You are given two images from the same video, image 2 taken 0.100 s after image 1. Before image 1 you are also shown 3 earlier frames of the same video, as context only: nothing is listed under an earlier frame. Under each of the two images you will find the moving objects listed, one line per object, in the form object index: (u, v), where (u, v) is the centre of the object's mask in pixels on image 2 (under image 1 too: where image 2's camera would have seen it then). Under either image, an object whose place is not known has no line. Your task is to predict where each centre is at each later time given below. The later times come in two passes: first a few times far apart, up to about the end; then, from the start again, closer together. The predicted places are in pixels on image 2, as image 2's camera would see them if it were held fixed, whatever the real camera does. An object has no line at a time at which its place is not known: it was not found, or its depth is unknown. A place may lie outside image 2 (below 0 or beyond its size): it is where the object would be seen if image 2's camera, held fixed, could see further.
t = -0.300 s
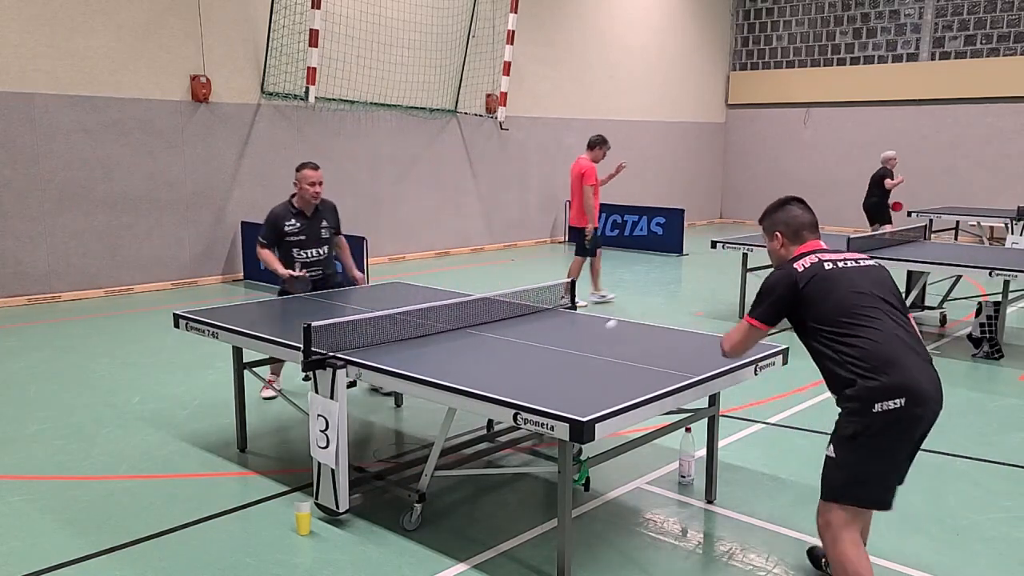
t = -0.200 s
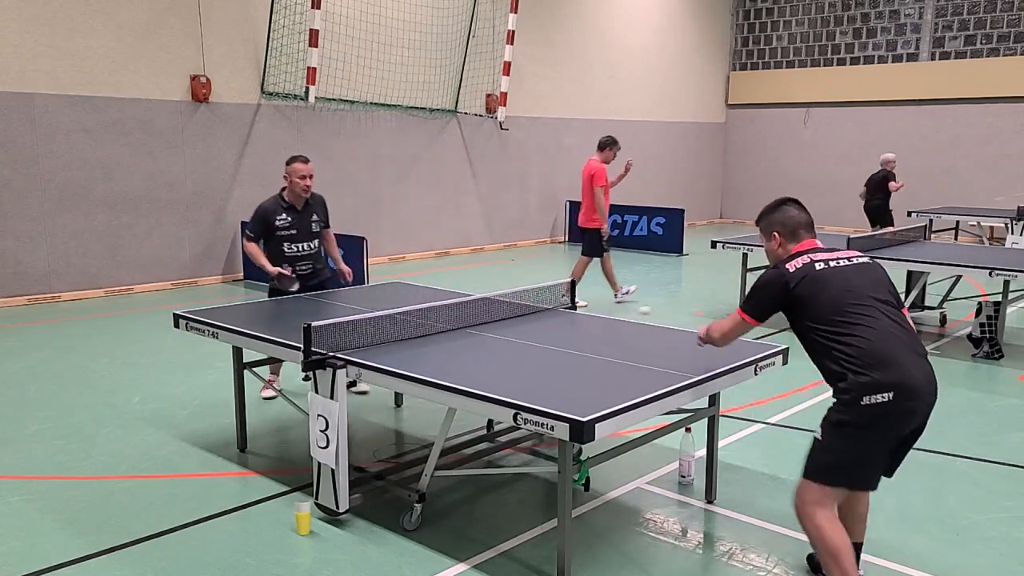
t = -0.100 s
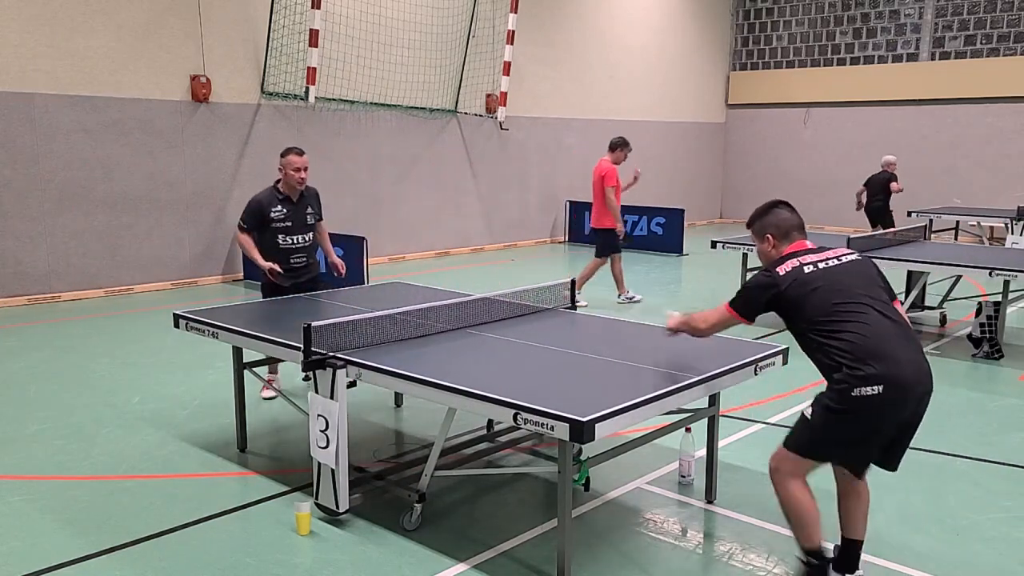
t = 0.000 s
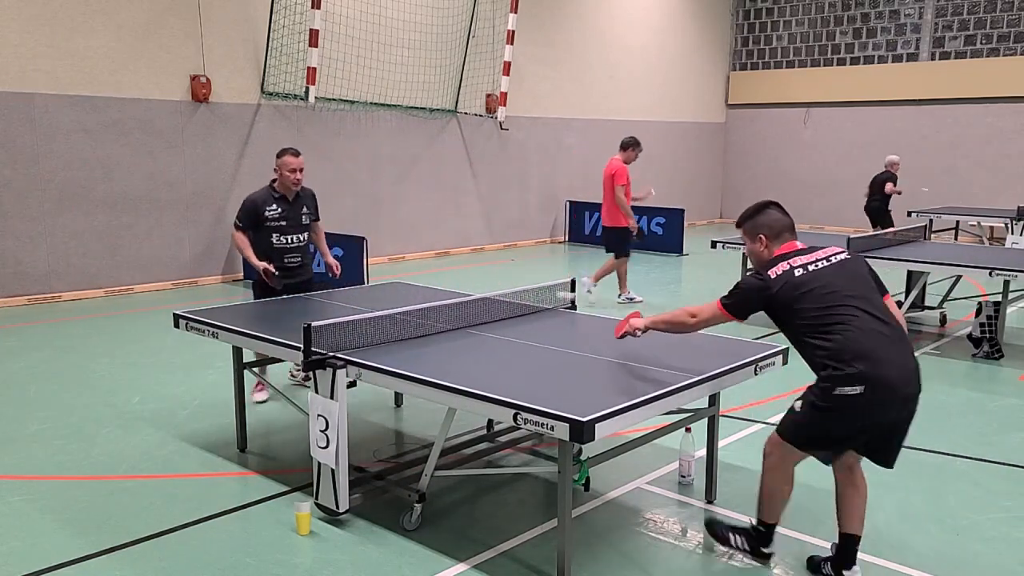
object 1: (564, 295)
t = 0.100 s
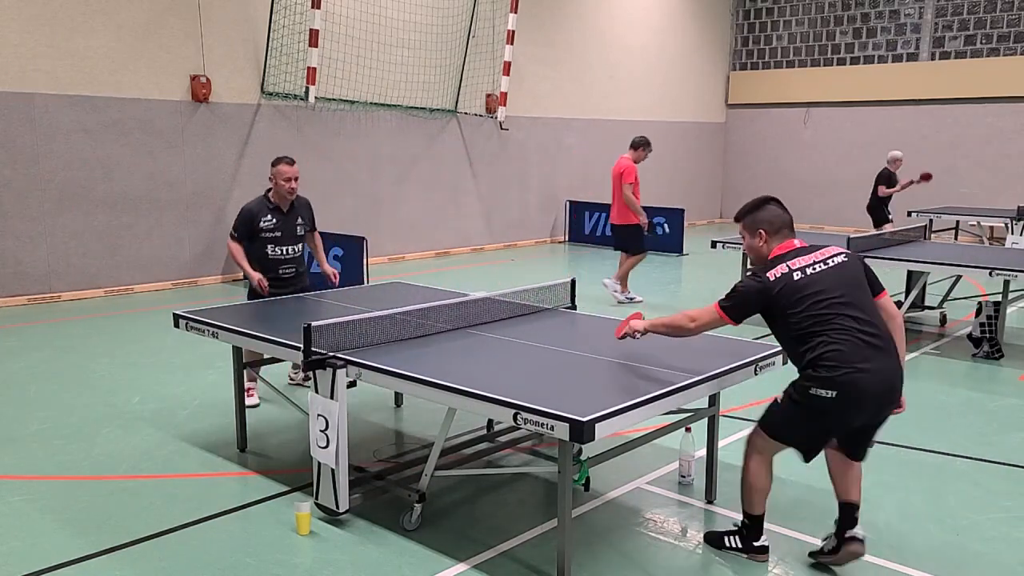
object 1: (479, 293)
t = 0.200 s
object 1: (466, 313)
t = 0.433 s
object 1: (466, 311)
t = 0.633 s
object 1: (462, 326)
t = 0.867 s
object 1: (461, 348)
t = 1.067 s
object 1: (459, 340)
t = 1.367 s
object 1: (457, 358)
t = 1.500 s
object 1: (457, 366)
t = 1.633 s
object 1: (457, 375)
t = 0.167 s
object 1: (465, 306)
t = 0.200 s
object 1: (466, 313)
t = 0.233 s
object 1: (467, 320)
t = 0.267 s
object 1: (468, 320)
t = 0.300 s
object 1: (470, 316)
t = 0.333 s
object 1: (468, 312)
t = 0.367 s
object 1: (470, 311)
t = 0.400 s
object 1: (469, 311)
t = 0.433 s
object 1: (466, 311)
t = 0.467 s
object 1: (466, 313)
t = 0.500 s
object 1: (466, 317)
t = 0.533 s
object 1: (464, 324)
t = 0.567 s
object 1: (462, 338)
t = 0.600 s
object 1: (462, 332)
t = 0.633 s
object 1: (462, 326)
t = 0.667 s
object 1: (462, 322)
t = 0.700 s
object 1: (463, 321)
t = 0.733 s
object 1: (463, 321)
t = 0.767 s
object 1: (462, 323)
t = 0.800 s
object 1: (461, 328)
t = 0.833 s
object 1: (461, 336)
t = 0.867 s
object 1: (461, 348)
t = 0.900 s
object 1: (460, 346)
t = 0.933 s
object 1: (460, 341)
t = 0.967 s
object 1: (460, 336)
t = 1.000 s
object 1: (460, 335)
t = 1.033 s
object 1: (459, 336)
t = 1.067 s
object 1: (459, 340)
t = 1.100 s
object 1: (459, 345)
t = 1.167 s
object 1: (458, 365)
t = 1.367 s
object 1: (457, 358)
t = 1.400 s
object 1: (457, 366)
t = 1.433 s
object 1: (457, 377)
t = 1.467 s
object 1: (457, 370)
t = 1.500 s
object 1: (457, 366)
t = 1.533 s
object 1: (457, 365)
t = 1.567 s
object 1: (457, 366)
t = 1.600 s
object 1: (457, 369)
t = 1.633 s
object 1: (457, 375)
